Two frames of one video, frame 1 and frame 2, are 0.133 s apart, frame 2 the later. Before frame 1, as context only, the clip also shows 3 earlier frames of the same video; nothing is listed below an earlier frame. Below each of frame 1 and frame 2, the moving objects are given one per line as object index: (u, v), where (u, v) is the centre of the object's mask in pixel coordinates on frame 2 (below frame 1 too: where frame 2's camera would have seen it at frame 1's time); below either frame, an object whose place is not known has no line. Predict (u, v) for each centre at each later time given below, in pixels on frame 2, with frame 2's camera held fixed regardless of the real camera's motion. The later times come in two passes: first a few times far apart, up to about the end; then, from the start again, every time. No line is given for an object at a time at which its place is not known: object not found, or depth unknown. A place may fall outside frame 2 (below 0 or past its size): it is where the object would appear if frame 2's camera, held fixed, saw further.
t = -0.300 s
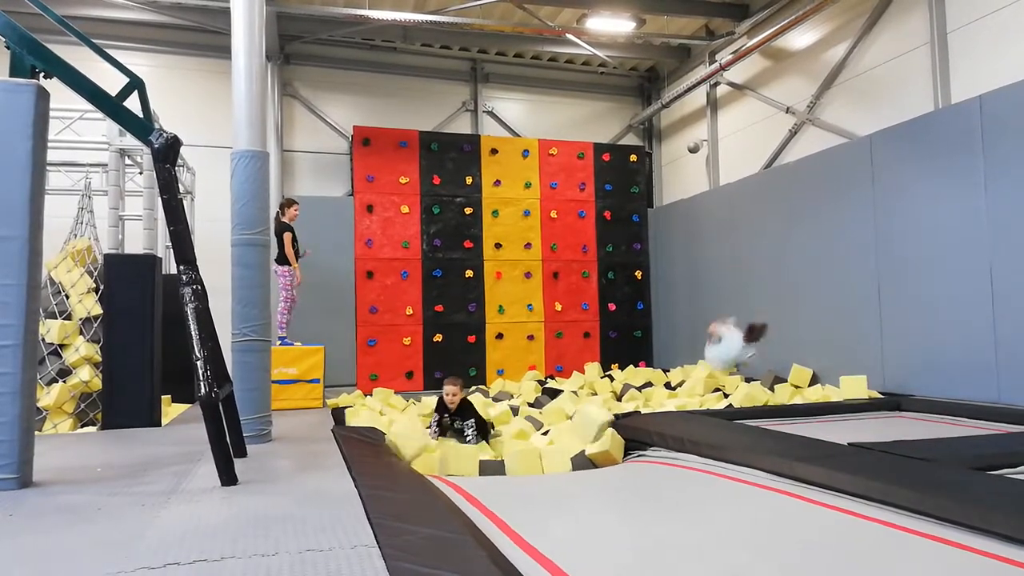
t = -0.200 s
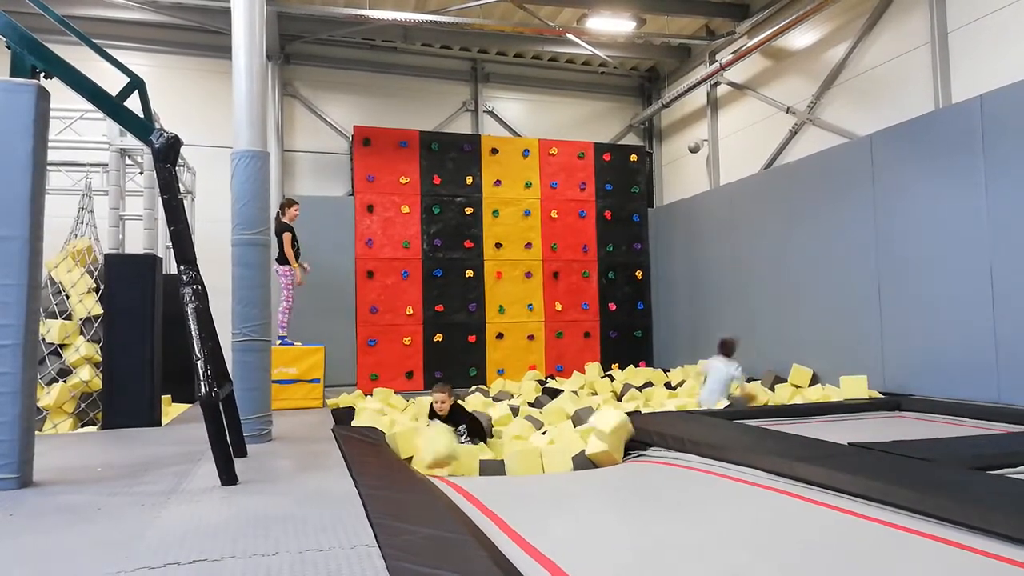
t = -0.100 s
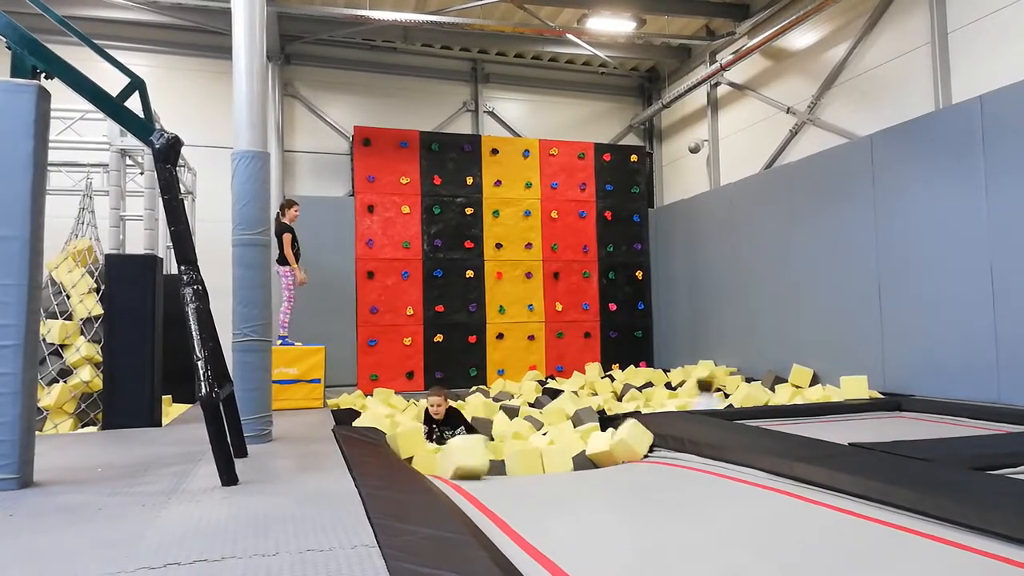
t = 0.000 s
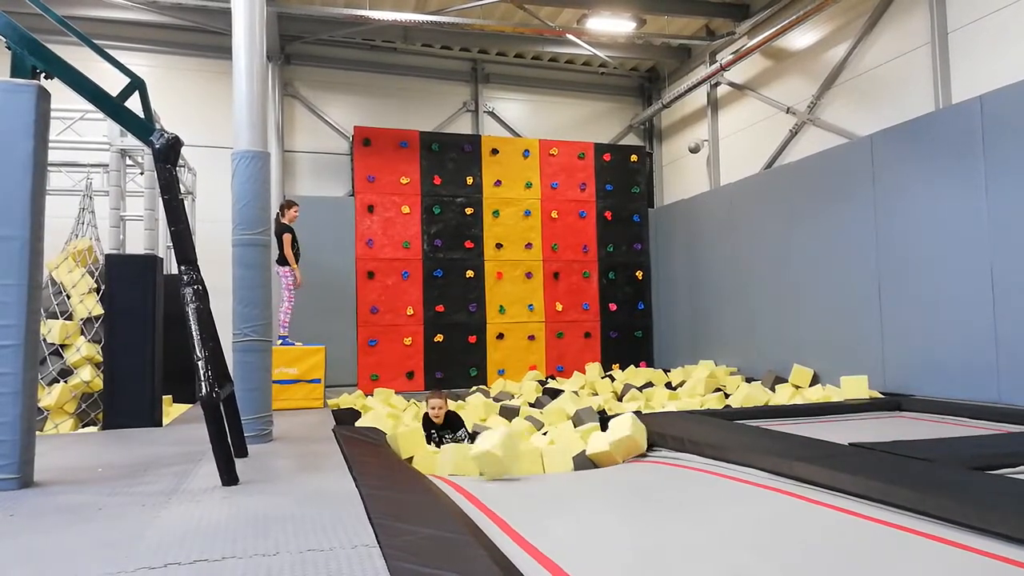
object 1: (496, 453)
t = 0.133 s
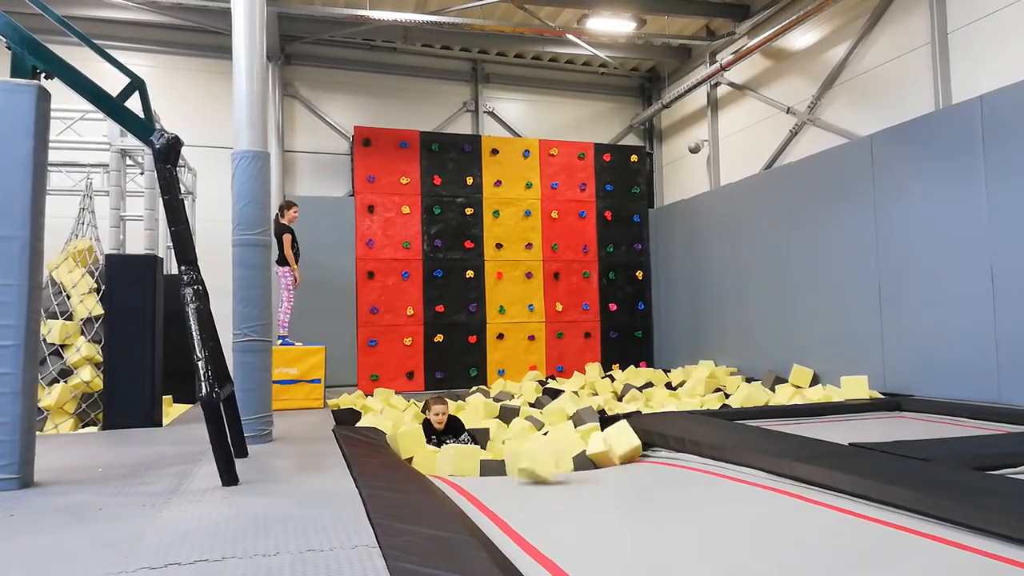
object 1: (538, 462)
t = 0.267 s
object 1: (582, 458)
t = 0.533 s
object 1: (647, 447)
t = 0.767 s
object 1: (692, 459)
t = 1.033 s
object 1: (711, 456)
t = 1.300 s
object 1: (700, 459)
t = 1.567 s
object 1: (687, 461)
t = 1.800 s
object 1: (694, 465)
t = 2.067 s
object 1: (691, 466)
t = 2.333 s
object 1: (691, 466)
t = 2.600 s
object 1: (691, 466)
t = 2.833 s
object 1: (691, 466)
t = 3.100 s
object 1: (691, 466)
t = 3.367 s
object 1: (691, 466)
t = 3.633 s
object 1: (691, 466)
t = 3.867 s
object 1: (691, 466)
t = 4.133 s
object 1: (691, 467)
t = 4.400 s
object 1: (691, 467)
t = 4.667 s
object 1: (692, 468)
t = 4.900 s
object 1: (691, 467)
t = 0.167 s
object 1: (551, 461)
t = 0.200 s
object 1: (559, 460)
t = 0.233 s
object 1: (569, 459)
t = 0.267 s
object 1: (582, 458)
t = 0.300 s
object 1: (589, 460)
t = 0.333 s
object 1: (607, 455)
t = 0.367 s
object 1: (612, 457)
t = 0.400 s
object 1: (623, 464)
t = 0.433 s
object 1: (629, 459)
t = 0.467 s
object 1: (636, 454)
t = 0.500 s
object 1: (642, 449)
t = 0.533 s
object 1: (647, 447)
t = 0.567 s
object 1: (653, 446)
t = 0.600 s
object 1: (660, 448)
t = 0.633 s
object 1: (666, 451)
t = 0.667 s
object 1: (673, 456)
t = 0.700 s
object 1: (679, 458)
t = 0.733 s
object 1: (685, 459)
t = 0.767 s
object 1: (692, 459)
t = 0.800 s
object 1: (698, 460)
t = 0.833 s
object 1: (704, 462)
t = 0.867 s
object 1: (709, 465)
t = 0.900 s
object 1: (711, 464)
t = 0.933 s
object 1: (712, 459)
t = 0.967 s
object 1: (711, 457)
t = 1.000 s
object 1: (711, 456)
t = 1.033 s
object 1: (711, 456)
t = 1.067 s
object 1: (711, 459)
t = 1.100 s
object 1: (711, 461)
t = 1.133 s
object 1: (710, 461)
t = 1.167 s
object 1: (709, 459)
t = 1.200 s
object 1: (707, 459)
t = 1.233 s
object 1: (705, 461)
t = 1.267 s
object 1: (702, 461)
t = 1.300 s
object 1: (700, 459)
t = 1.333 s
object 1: (697, 458)
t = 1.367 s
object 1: (694, 459)
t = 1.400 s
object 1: (692, 459)
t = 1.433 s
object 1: (689, 459)
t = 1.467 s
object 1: (688, 458)
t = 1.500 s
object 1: (687, 459)
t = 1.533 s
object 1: (687, 459)
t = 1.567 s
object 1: (687, 461)
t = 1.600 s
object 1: (688, 464)
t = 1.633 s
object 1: (689, 466)
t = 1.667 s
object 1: (691, 467)
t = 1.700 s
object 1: (692, 465)
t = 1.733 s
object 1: (693, 464)
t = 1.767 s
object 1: (694, 464)
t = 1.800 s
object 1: (694, 465)
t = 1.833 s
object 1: (694, 466)
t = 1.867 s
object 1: (692, 466)
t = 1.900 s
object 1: (690, 465)
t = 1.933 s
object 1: (690, 464)
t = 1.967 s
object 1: (689, 465)
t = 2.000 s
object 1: (689, 466)
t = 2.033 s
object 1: (690, 466)
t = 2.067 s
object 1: (691, 466)
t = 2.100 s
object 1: (692, 466)
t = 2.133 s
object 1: (693, 466)
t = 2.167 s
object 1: (693, 466)
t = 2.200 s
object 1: (692, 466)
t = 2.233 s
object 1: (691, 466)
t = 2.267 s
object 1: (690, 466)
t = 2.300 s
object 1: (690, 466)
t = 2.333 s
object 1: (691, 466)
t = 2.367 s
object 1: (691, 466)
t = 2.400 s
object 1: (691, 466)
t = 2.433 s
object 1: (691, 466)
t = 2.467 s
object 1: (691, 466)
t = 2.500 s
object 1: (691, 466)
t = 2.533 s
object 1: (691, 466)
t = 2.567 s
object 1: (691, 466)
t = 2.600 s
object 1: (691, 466)
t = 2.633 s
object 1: (691, 466)
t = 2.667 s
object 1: (691, 466)
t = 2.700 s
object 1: (691, 466)
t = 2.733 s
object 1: (691, 466)
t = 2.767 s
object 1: (691, 466)
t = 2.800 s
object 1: (691, 466)
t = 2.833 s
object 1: (691, 466)
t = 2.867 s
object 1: (691, 466)
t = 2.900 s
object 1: (691, 466)
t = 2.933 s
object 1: (691, 466)
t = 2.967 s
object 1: (691, 466)
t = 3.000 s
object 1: (691, 466)
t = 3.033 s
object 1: (691, 466)
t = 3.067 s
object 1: (691, 466)
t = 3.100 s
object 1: (691, 466)
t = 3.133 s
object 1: (691, 466)
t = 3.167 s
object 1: (691, 466)
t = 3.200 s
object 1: (691, 466)
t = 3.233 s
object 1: (691, 466)
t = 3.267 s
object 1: (691, 466)
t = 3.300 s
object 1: (691, 466)
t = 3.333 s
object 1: (691, 466)
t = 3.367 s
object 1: (691, 466)
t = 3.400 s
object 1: (691, 466)
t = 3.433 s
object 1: (691, 466)
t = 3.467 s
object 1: (691, 466)
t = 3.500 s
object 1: (691, 466)
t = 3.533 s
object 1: (691, 466)
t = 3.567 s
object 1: (691, 466)
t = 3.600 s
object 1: (691, 466)
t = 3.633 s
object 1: (691, 466)
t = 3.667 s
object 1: (690, 466)
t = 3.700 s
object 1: (691, 466)
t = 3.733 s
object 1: (691, 466)
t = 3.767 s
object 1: (691, 466)
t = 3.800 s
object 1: (691, 466)
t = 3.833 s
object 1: (691, 466)
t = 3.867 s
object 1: (691, 466)
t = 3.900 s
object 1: (691, 466)
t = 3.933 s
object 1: (691, 466)
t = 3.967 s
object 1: (691, 466)
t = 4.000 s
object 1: (691, 466)
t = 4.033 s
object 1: (691, 466)
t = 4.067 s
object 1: (691, 467)
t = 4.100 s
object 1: (691, 467)
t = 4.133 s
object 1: (691, 467)
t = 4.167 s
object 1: (691, 467)
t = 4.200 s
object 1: (691, 467)
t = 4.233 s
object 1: (691, 467)
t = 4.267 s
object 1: (691, 467)
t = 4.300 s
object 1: (691, 467)
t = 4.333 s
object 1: (691, 467)
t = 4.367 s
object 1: (691, 467)
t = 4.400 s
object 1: (691, 467)
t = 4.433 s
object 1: (691, 467)
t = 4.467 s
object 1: (691, 467)
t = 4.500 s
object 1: (691, 467)
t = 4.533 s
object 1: (691, 467)
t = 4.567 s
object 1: (691, 467)
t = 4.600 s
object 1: (691, 467)
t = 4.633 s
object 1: (691, 467)
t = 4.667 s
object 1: (692, 468)
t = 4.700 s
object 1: (692, 468)
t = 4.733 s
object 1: (691, 468)
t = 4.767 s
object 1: (692, 468)
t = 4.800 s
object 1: (692, 468)
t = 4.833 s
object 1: (691, 467)
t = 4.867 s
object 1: (691, 467)
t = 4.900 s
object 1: (691, 467)
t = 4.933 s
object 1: (691, 467)
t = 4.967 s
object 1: (691, 467)
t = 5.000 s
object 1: (692, 468)
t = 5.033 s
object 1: (692, 470)
